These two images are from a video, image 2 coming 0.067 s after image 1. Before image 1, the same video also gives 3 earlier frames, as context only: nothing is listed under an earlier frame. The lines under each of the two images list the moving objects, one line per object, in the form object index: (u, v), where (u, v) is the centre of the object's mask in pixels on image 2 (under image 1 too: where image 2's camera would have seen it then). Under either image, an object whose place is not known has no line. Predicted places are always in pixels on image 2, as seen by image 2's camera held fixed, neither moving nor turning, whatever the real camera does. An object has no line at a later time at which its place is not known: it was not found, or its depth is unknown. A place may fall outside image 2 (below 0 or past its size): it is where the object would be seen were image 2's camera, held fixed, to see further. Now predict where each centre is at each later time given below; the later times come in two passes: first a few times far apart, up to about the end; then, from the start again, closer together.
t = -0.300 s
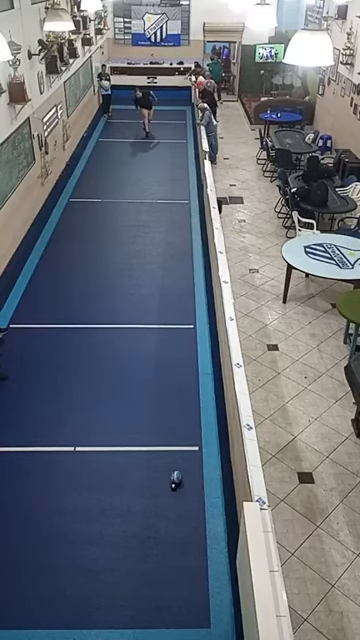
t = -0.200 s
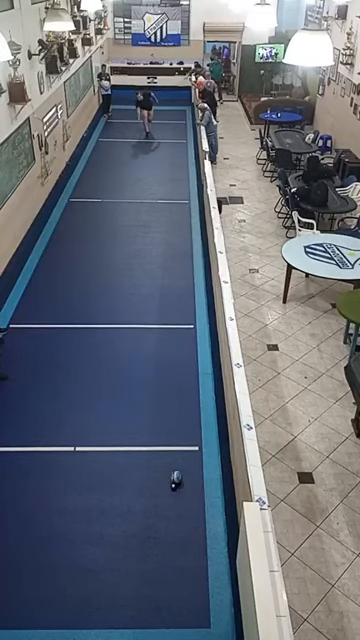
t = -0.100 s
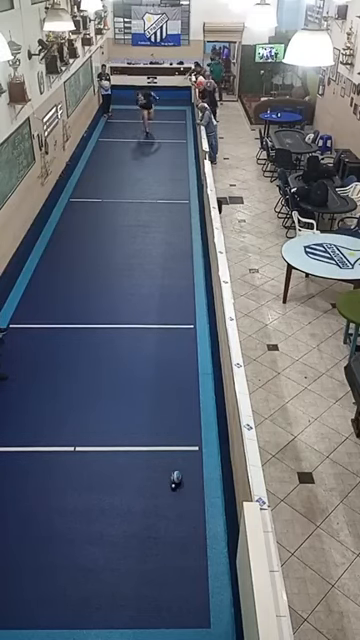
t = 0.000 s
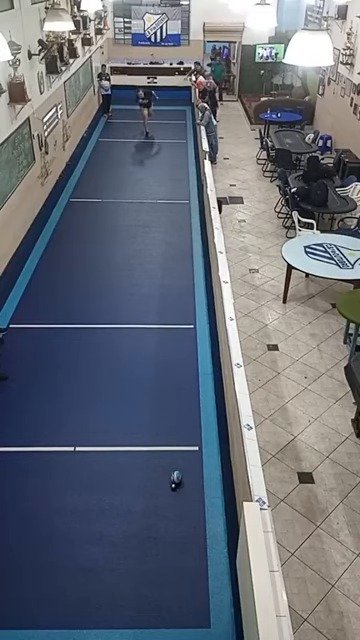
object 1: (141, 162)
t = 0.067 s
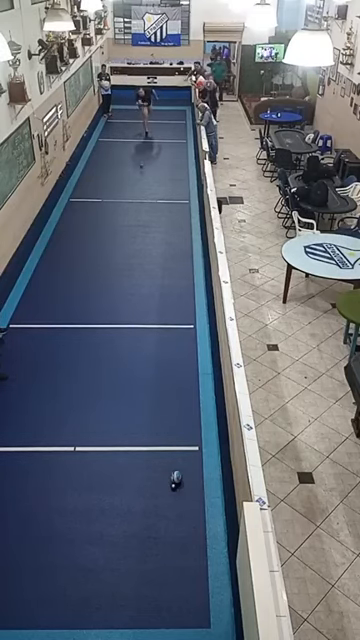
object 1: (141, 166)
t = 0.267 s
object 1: (143, 199)
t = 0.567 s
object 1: (149, 263)
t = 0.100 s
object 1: (142, 171)
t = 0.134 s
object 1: (142, 178)
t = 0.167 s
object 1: (142, 182)
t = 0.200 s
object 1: (142, 187)
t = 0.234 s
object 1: (143, 193)
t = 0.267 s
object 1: (143, 199)
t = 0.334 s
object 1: (144, 211)
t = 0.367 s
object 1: (145, 216)
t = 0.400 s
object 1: (145, 223)
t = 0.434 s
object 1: (146, 230)
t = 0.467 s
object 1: (147, 237)
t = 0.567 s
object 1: (149, 263)
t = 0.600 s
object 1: (150, 270)
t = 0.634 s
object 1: (151, 280)
